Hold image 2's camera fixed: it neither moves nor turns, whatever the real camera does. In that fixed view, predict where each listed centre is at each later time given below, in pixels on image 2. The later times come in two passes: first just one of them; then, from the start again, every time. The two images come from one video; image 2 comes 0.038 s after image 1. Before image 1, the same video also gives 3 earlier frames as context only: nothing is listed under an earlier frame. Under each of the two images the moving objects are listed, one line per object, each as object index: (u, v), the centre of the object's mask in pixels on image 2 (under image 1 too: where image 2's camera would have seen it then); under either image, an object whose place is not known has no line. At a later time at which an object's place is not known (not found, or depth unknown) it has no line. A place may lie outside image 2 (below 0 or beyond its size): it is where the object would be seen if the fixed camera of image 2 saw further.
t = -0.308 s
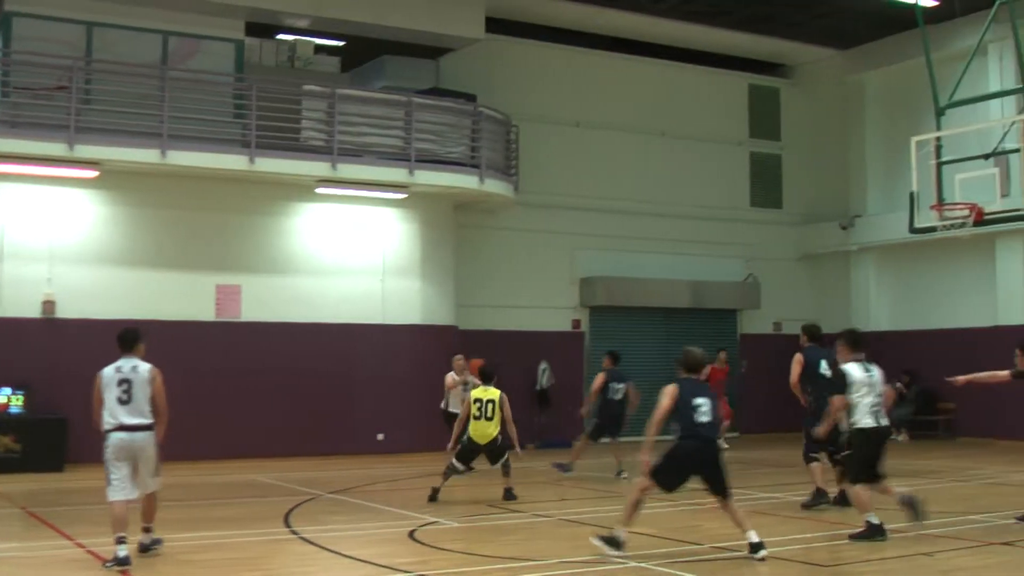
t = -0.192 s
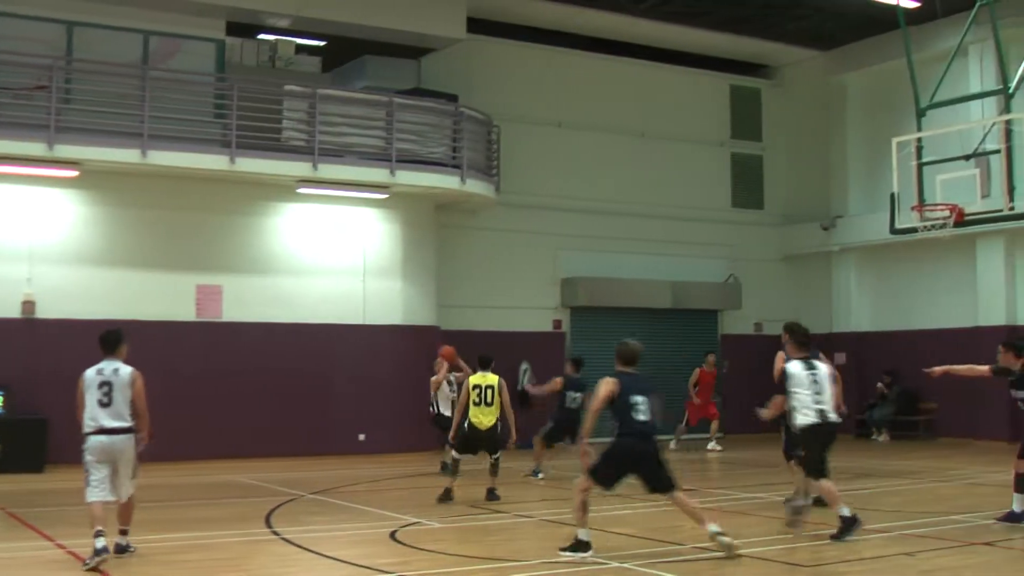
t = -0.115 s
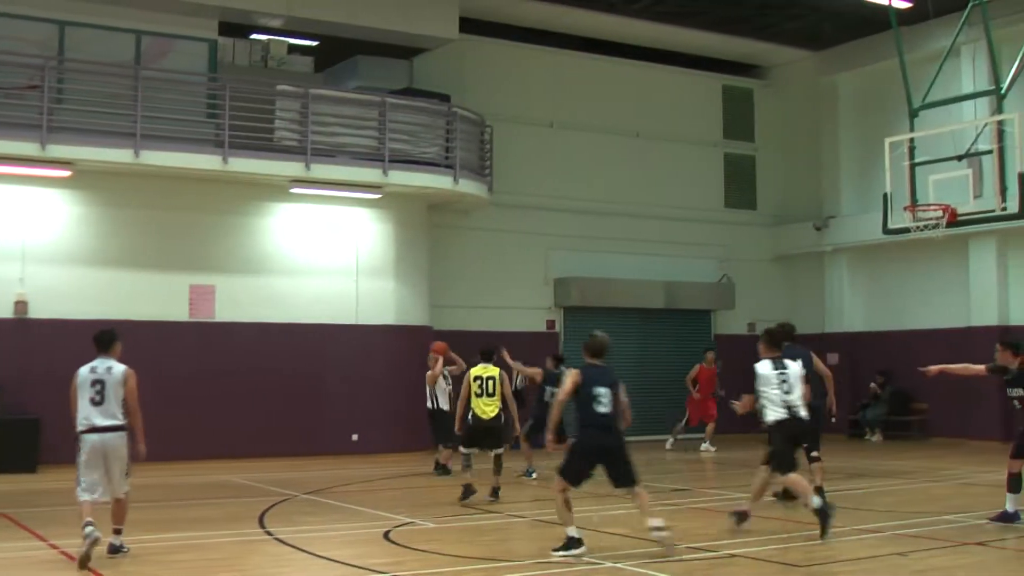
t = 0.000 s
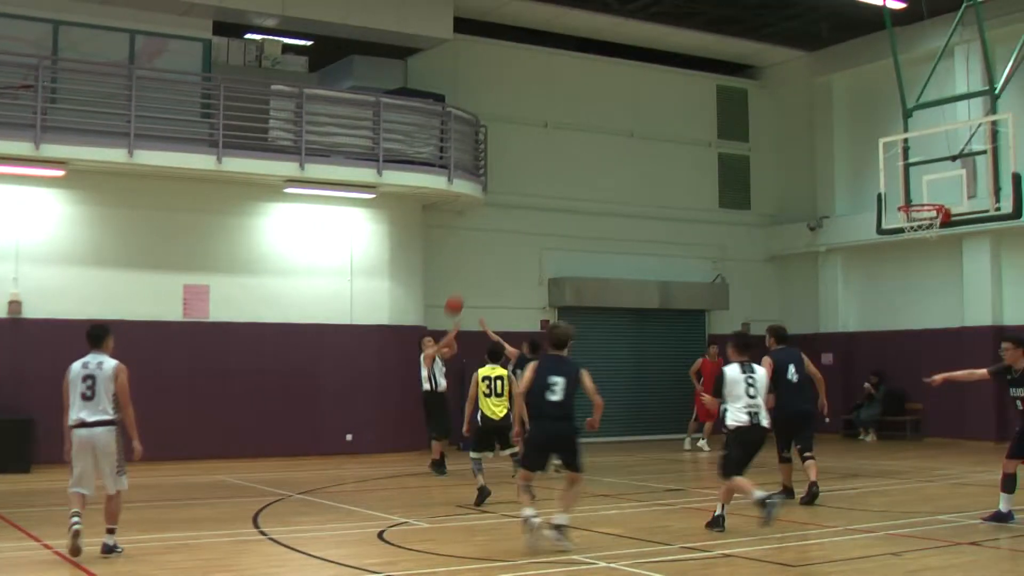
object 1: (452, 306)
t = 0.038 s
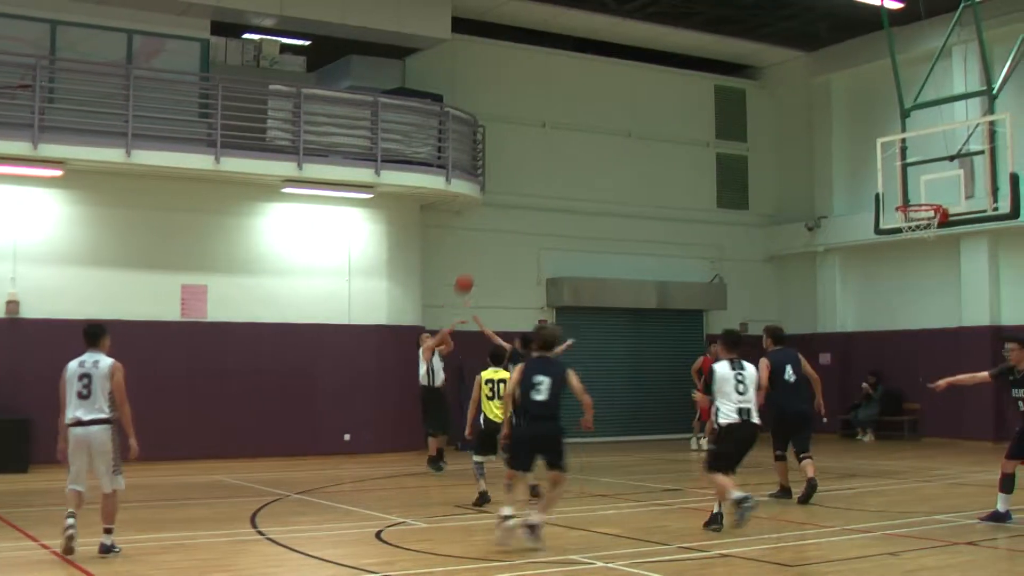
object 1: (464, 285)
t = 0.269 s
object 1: (535, 174)
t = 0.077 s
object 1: (475, 264)
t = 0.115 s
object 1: (487, 244)
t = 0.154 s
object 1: (498, 224)
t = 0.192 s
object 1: (511, 206)
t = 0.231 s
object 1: (523, 190)
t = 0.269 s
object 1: (535, 174)
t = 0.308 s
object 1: (546, 160)
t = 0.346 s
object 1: (558, 147)
